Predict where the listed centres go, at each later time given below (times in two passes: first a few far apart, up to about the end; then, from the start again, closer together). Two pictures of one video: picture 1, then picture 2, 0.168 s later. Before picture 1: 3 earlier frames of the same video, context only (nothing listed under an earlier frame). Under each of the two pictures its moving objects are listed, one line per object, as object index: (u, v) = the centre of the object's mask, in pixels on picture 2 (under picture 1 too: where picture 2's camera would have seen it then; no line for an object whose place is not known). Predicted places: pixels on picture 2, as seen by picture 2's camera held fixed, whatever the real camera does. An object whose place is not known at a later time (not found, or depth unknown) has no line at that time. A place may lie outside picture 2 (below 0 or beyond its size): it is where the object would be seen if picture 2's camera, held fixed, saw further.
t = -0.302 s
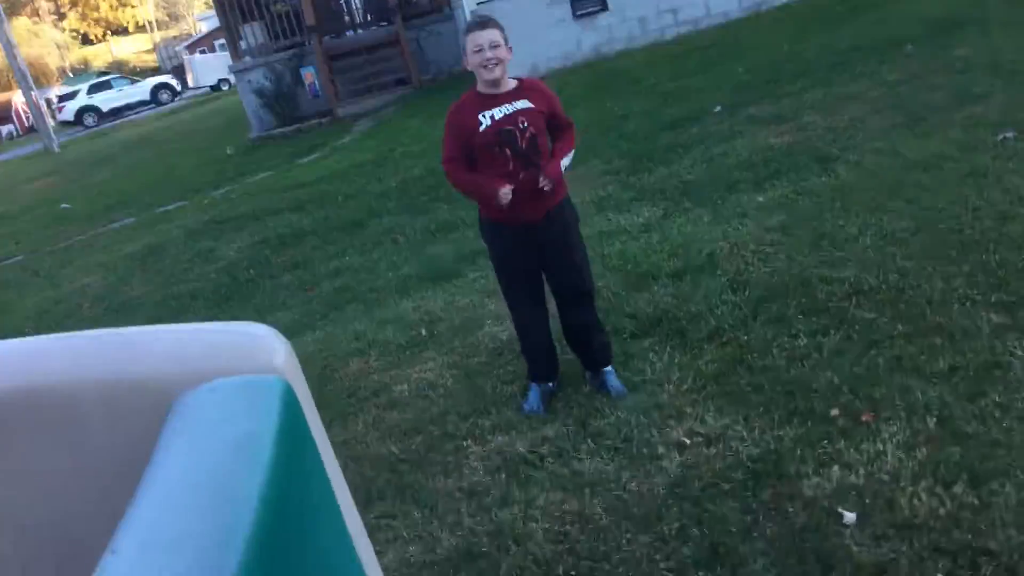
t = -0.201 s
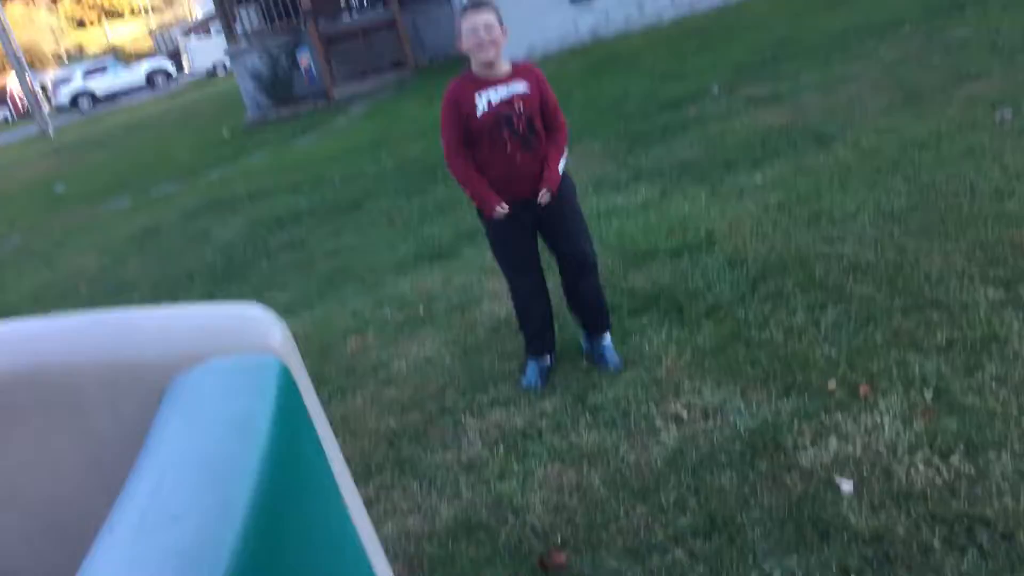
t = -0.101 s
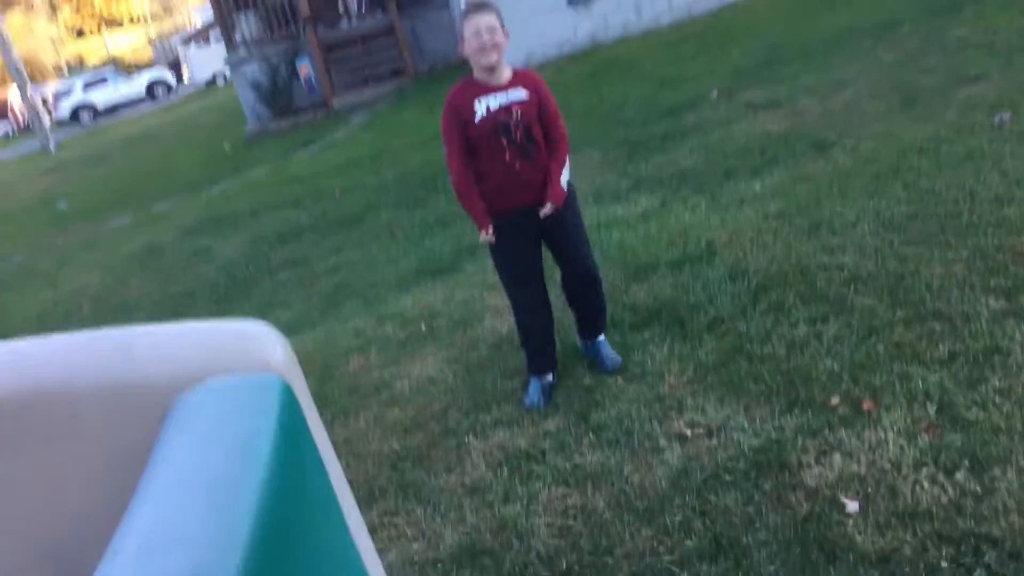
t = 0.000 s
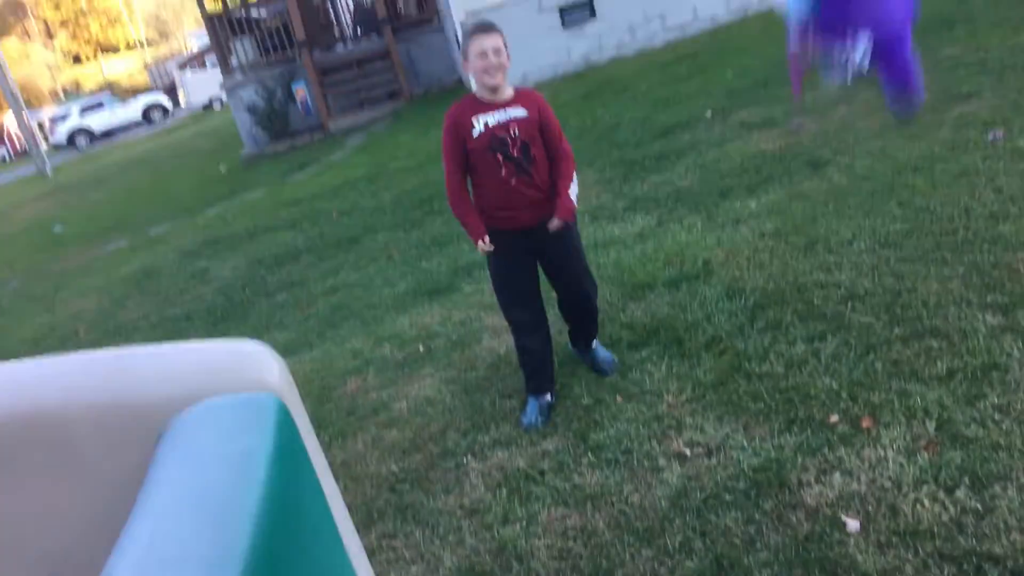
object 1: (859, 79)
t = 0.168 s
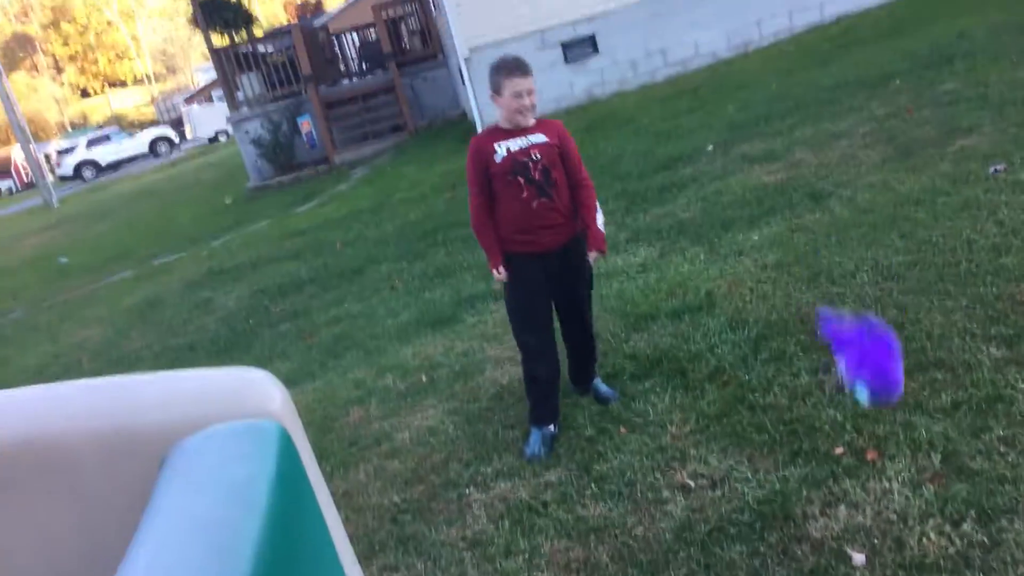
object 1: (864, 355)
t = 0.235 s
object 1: (874, 432)
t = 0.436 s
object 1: (796, 335)
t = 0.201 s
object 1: (869, 394)
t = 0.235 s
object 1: (874, 432)
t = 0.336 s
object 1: (837, 388)
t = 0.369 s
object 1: (821, 366)
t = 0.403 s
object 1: (808, 349)
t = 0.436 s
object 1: (796, 335)
